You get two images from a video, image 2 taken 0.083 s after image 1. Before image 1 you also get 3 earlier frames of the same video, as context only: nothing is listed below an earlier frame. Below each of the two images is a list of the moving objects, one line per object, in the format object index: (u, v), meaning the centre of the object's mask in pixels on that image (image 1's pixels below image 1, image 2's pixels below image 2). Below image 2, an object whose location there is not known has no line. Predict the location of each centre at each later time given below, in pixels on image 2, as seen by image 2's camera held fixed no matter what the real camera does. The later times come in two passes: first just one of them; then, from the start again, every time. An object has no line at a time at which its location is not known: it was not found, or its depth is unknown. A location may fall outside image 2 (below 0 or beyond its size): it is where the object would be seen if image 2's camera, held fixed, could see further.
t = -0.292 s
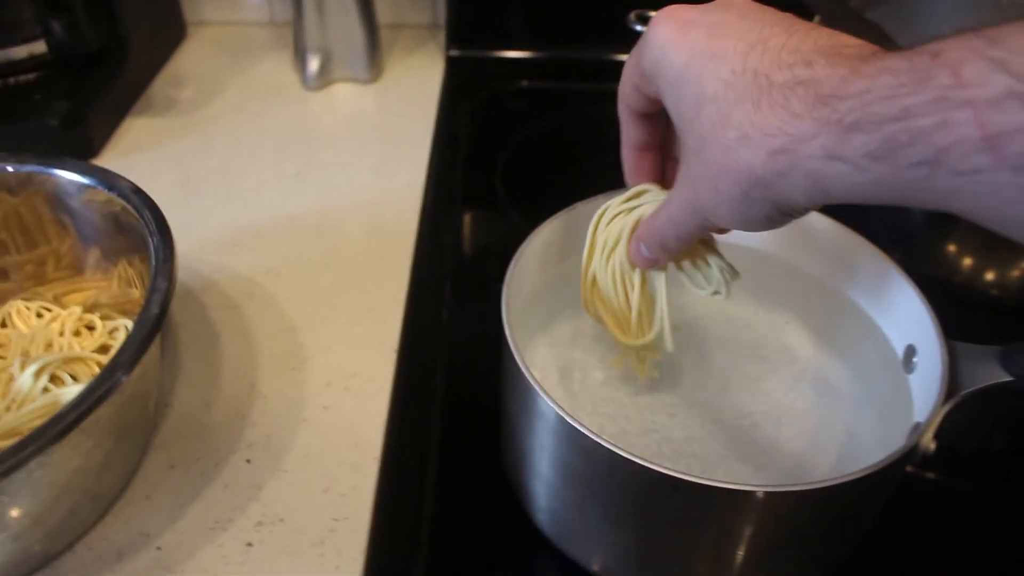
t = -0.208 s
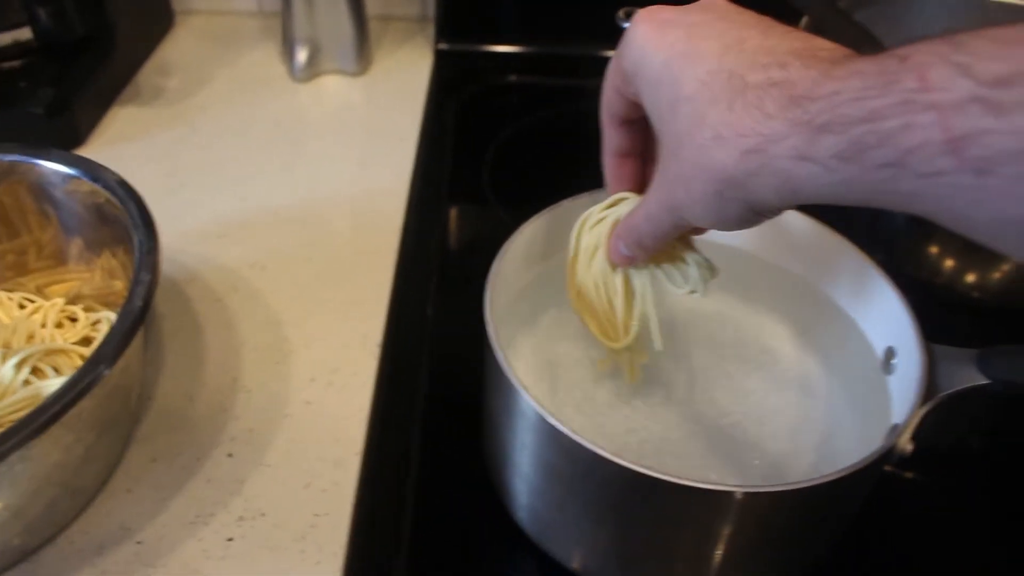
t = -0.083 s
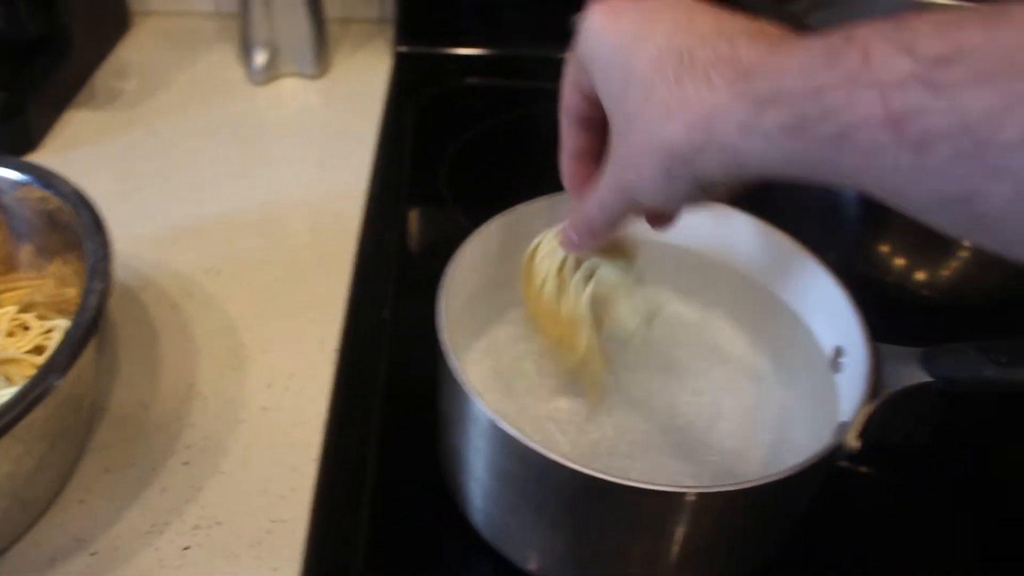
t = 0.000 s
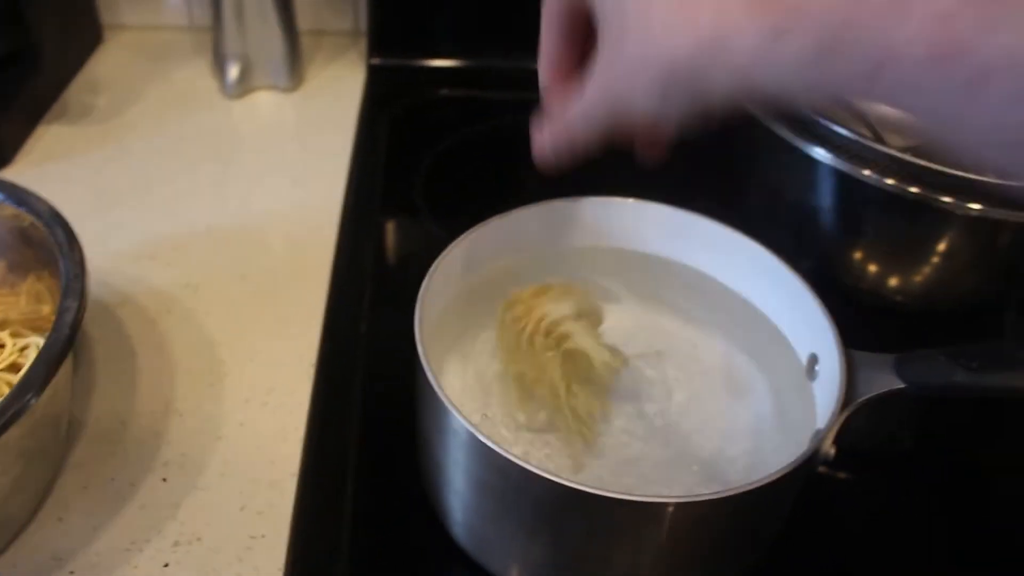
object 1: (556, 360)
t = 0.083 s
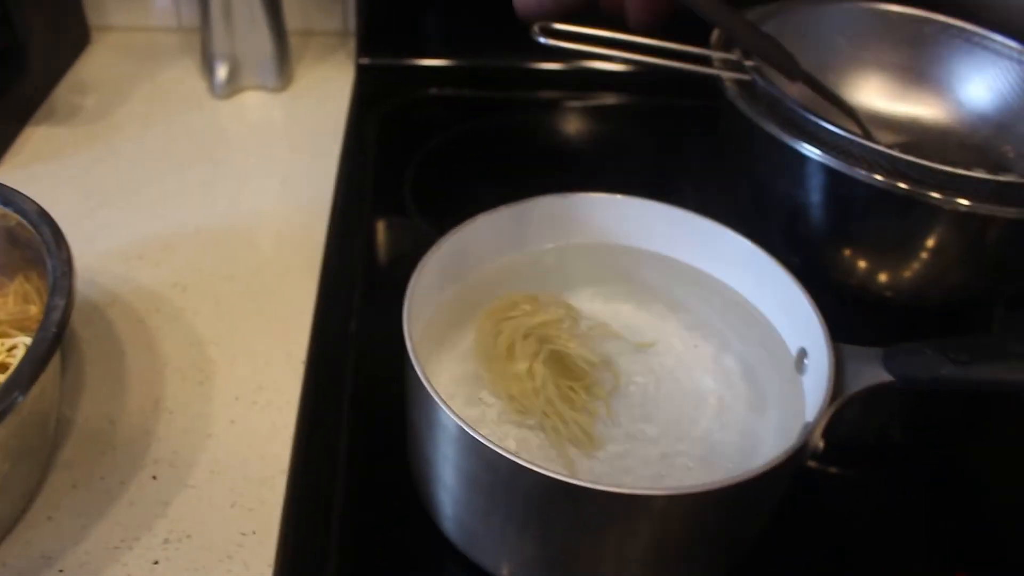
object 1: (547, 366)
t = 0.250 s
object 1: (533, 366)
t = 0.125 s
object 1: (541, 367)
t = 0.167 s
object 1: (539, 368)
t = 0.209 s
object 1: (536, 369)
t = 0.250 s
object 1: (533, 366)
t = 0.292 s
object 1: (529, 365)
